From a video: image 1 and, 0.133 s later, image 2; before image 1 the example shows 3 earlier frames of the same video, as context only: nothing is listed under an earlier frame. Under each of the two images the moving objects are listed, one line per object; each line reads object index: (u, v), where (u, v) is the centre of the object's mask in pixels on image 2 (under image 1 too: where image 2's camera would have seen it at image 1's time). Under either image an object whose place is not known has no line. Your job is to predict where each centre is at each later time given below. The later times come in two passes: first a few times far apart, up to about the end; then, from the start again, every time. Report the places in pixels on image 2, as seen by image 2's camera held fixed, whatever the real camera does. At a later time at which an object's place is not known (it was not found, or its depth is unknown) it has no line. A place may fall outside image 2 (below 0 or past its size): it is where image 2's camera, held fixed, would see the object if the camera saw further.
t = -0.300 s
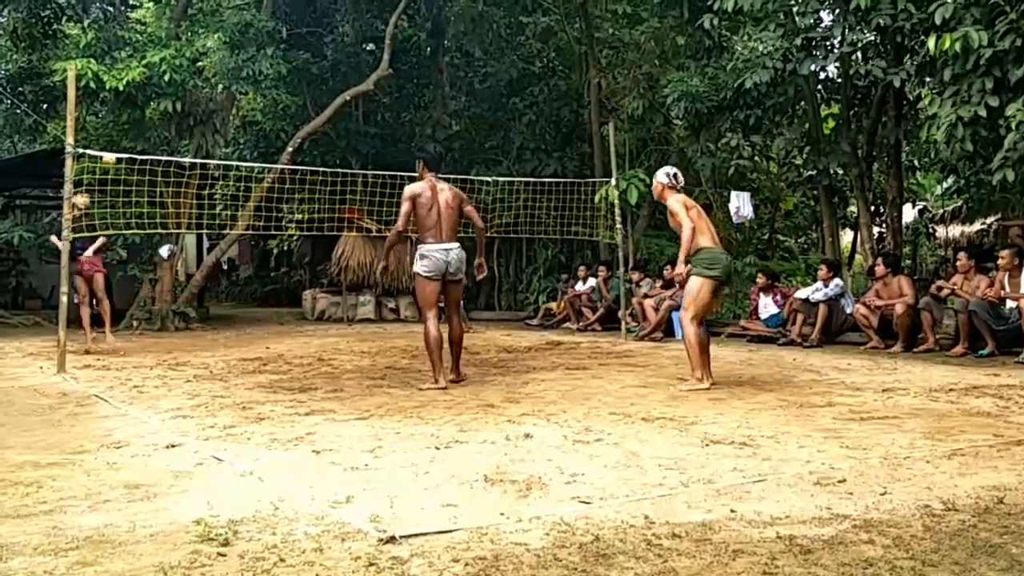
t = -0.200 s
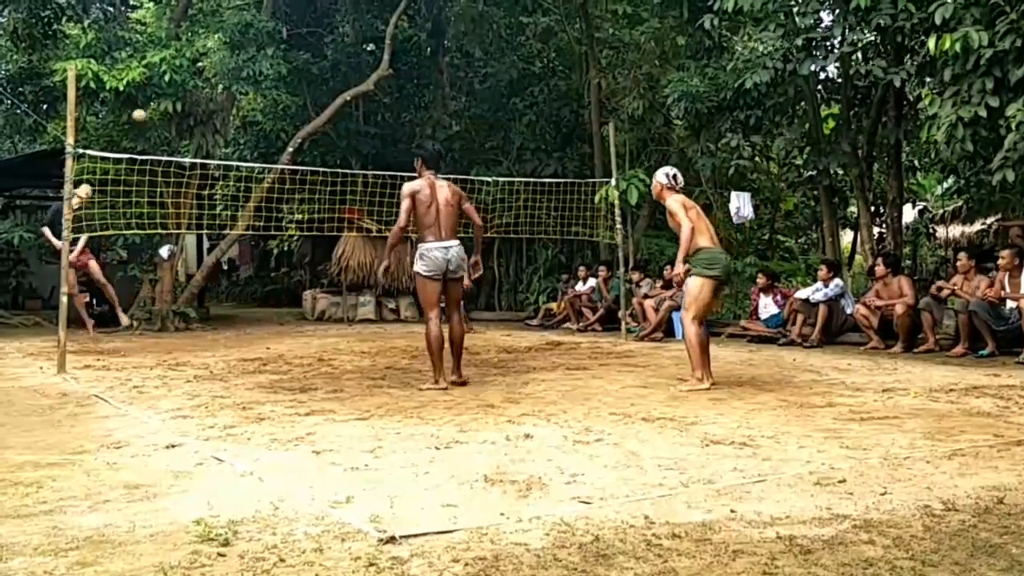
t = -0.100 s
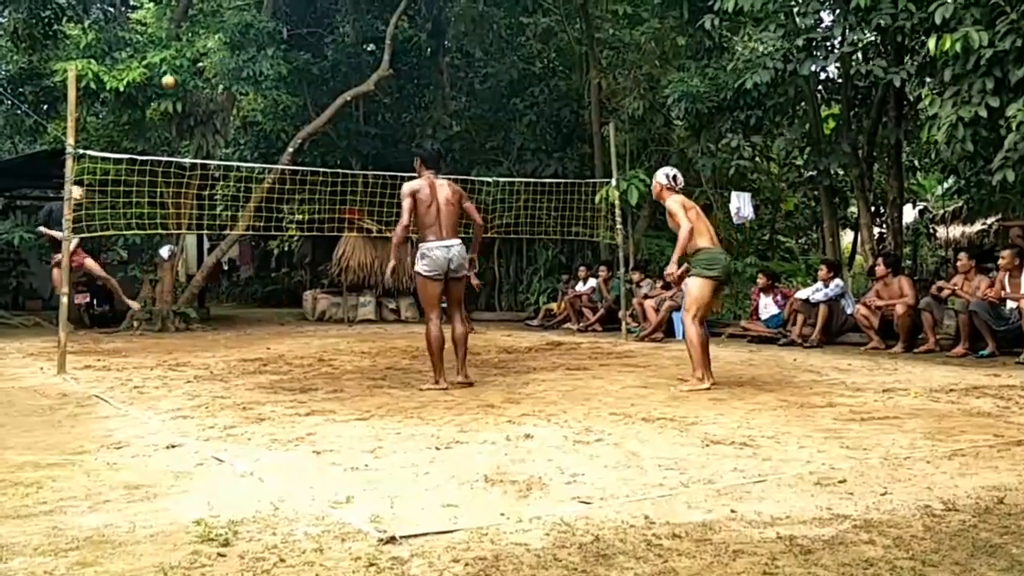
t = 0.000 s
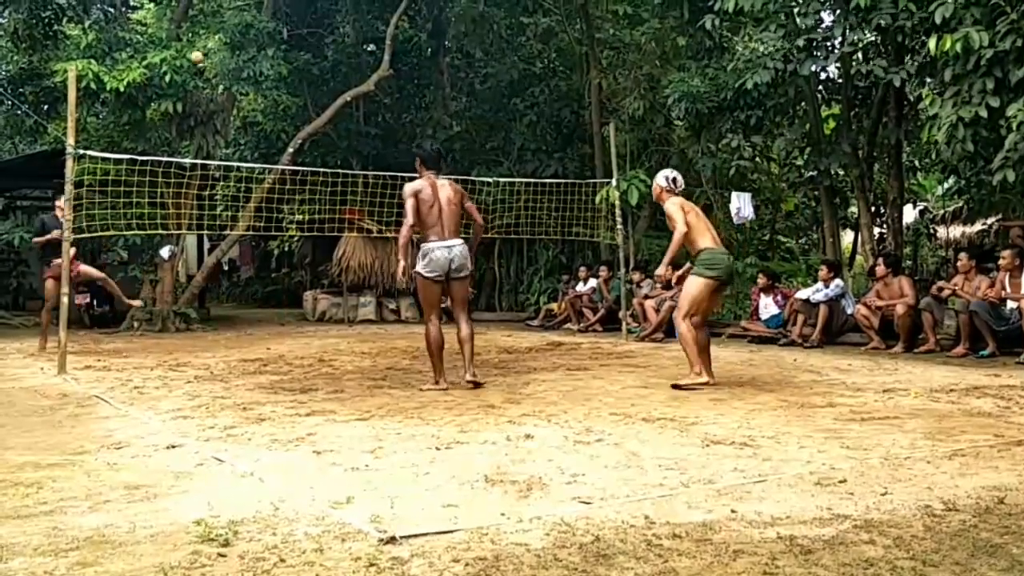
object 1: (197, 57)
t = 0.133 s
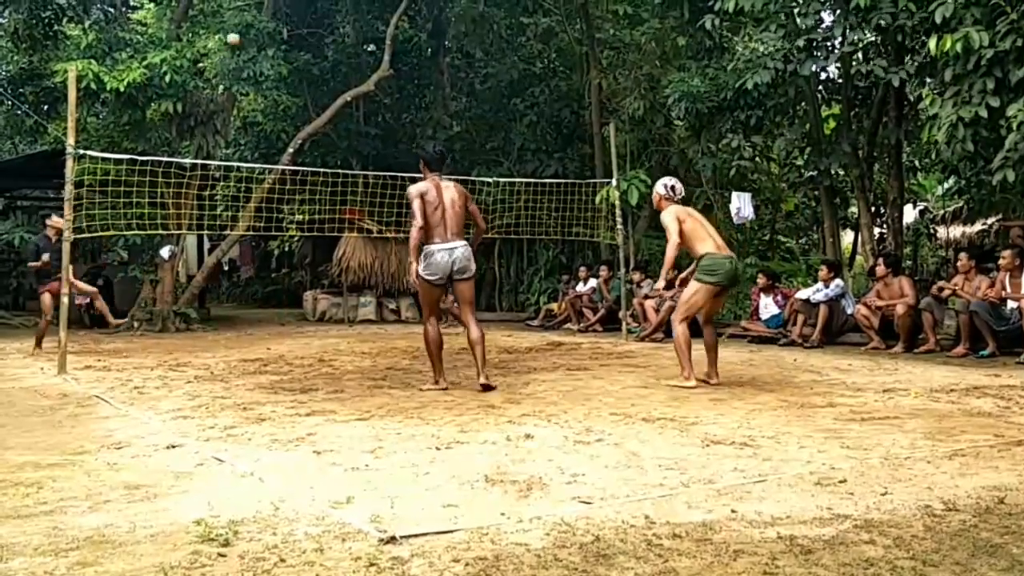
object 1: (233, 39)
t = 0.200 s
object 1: (250, 36)
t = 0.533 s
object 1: (335, 79)
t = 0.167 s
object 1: (242, 37)
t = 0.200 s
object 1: (250, 36)
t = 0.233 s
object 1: (260, 36)
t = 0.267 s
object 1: (268, 38)
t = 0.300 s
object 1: (277, 39)
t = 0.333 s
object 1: (286, 43)
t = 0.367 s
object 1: (294, 45)
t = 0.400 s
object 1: (302, 50)
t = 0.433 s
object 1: (311, 56)
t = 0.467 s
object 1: (319, 63)
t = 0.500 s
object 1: (327, 70)
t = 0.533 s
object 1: (335, 79)
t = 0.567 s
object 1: (343, 87)
